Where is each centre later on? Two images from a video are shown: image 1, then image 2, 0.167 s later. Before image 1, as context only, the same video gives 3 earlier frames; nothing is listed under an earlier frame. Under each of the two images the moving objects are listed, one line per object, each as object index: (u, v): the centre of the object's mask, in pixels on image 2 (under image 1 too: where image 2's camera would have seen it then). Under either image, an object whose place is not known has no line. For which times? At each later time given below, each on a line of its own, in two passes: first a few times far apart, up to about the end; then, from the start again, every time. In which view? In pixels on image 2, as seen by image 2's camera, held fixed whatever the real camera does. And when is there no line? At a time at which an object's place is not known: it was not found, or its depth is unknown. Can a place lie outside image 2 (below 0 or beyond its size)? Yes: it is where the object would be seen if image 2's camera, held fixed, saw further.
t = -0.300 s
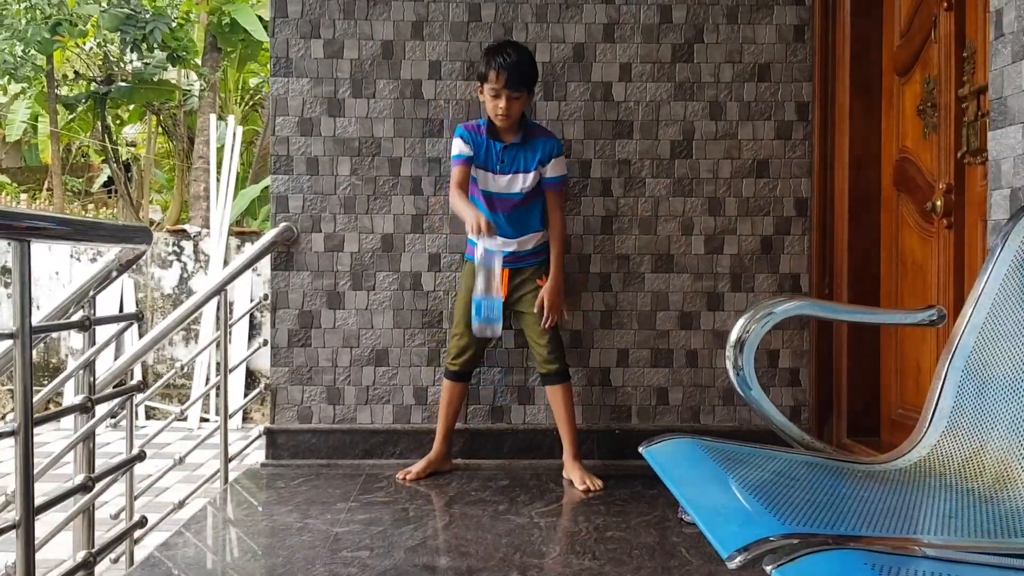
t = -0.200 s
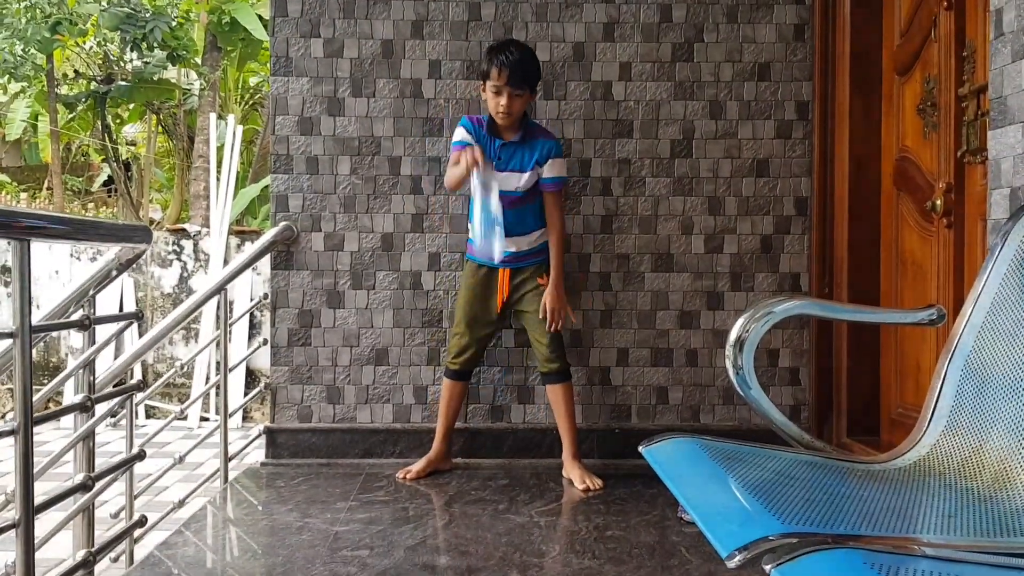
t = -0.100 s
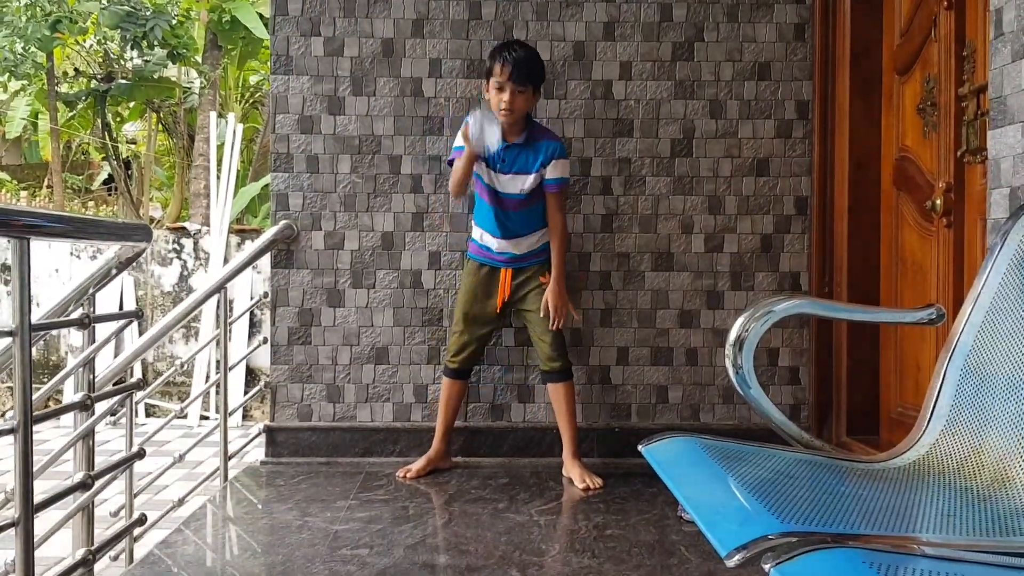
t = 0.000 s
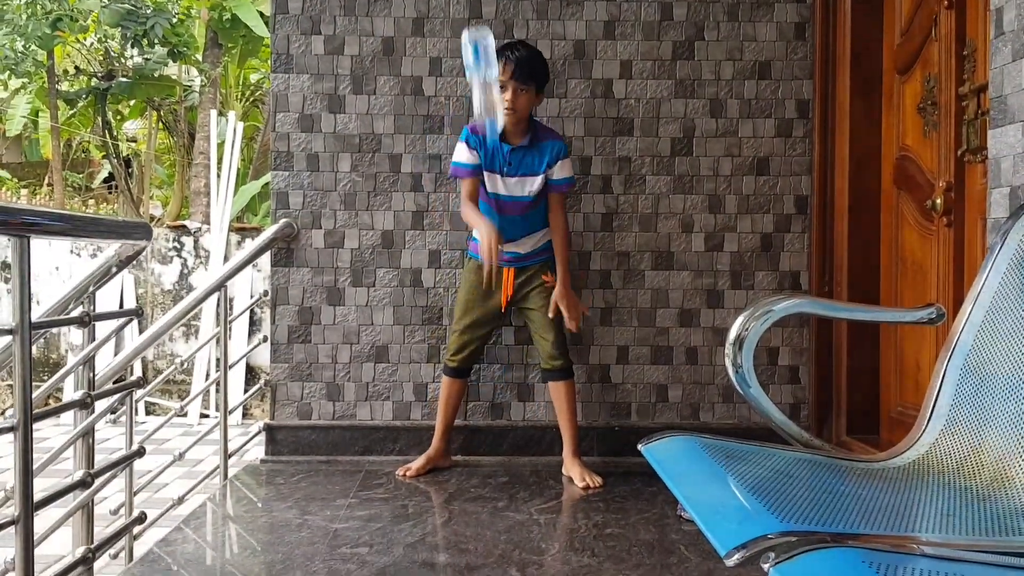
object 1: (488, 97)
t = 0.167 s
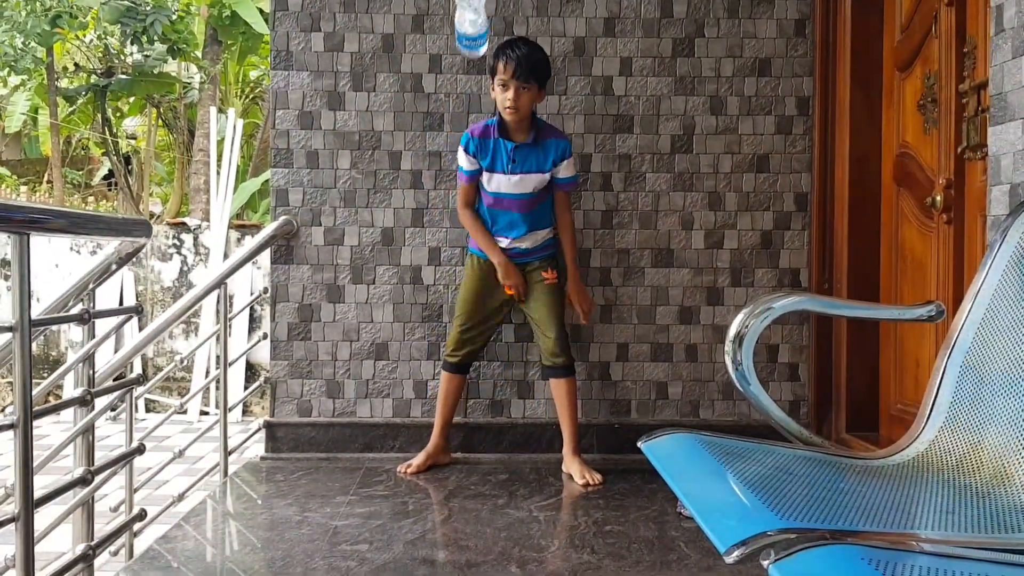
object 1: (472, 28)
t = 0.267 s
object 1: (465, 54)
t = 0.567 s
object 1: (447, 423)
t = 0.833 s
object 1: (439, 500)
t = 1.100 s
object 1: (442, 500)
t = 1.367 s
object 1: (440, 500)
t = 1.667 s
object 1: (445, 502)
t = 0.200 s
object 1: (469, 35)
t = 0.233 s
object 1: (468, 43)
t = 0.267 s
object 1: (465, 54)
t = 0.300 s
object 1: (463, 71)
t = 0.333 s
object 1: (460, 93)
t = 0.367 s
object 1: (458, 126)
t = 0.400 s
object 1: (457, 162)
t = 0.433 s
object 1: (454, 206)
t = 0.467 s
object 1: (453, 251)
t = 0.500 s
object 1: (451, 306)
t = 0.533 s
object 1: (449, 359)
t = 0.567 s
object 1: (447, 423)
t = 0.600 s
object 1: (444, 481)
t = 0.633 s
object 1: (441, 505)
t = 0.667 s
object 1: (442, 498)
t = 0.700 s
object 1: (441, 493)
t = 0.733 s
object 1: (440, 492)
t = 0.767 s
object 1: (440, 493)
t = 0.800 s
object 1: (440, 498)
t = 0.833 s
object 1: (439, 500)
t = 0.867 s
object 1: (438, 500)
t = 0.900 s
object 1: (439, 500)
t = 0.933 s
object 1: (441, 500)
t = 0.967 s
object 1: (442, 500)
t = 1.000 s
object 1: (442, 500)
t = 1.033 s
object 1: (443, 500)
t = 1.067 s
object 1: (442, 500)
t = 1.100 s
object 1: (442, 500)
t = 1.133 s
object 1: (442, 500)
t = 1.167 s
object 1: (442, 500)
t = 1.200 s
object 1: (442, 500)
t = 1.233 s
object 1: (441, 500)
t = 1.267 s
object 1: (441, 500)
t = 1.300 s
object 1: (440, 501)
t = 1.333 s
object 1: (440, 501)
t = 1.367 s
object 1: (440, 500)
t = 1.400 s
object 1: (440, 500)
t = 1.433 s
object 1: (441, 500)
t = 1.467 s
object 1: (441, 500)
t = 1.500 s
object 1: (443, 500)
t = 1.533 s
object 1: (443, 501)
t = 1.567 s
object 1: (442, 501)
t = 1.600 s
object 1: (443, 499)
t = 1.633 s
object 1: (445, 502)
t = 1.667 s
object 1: (445, 502)
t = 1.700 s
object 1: (443, 501)
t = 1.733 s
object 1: (443, 501)
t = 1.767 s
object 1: (442, 501)
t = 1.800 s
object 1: (443, 501)
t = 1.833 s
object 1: (442, 501)
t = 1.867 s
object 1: (441, 501)
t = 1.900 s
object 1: (441, 501)
